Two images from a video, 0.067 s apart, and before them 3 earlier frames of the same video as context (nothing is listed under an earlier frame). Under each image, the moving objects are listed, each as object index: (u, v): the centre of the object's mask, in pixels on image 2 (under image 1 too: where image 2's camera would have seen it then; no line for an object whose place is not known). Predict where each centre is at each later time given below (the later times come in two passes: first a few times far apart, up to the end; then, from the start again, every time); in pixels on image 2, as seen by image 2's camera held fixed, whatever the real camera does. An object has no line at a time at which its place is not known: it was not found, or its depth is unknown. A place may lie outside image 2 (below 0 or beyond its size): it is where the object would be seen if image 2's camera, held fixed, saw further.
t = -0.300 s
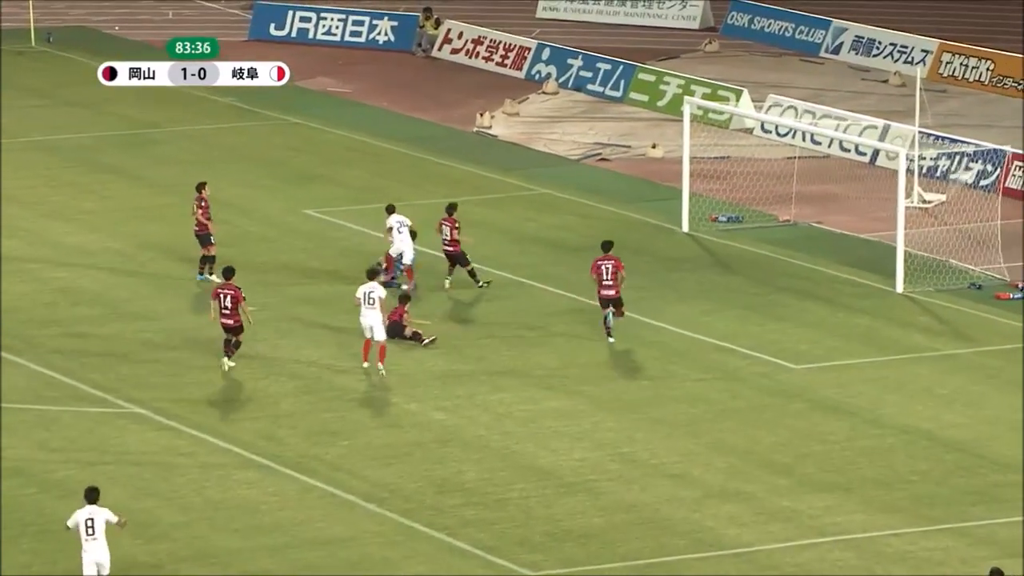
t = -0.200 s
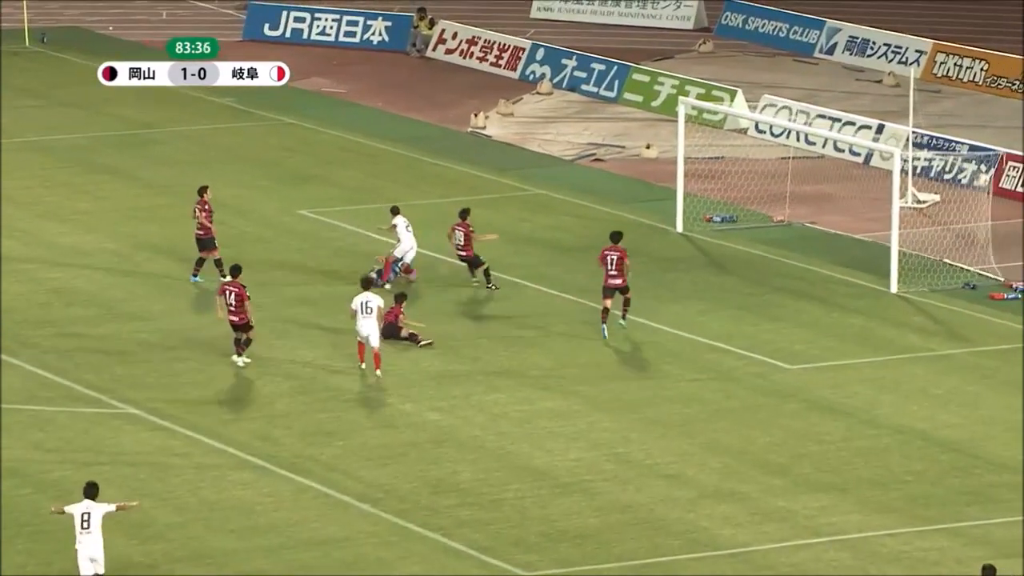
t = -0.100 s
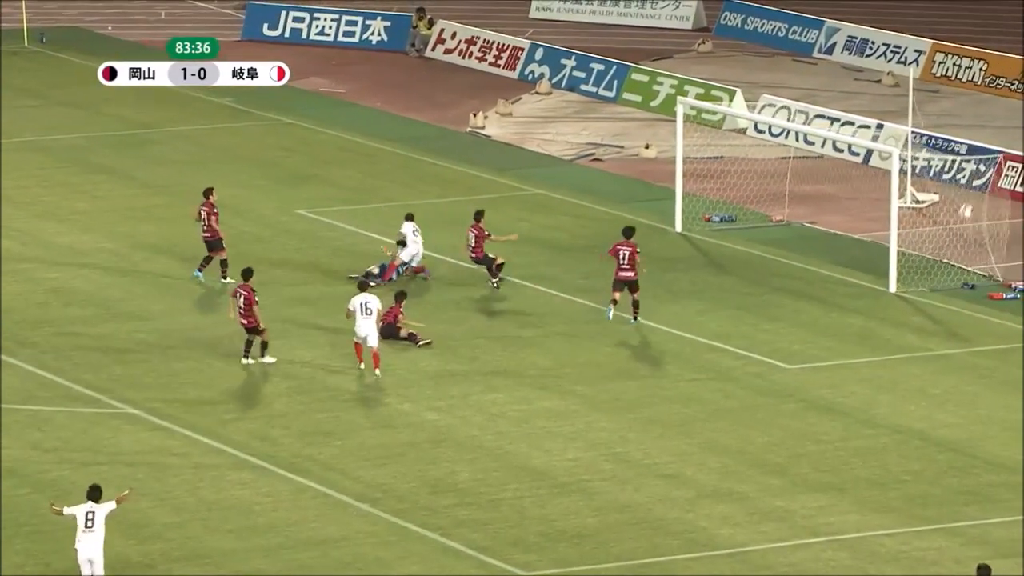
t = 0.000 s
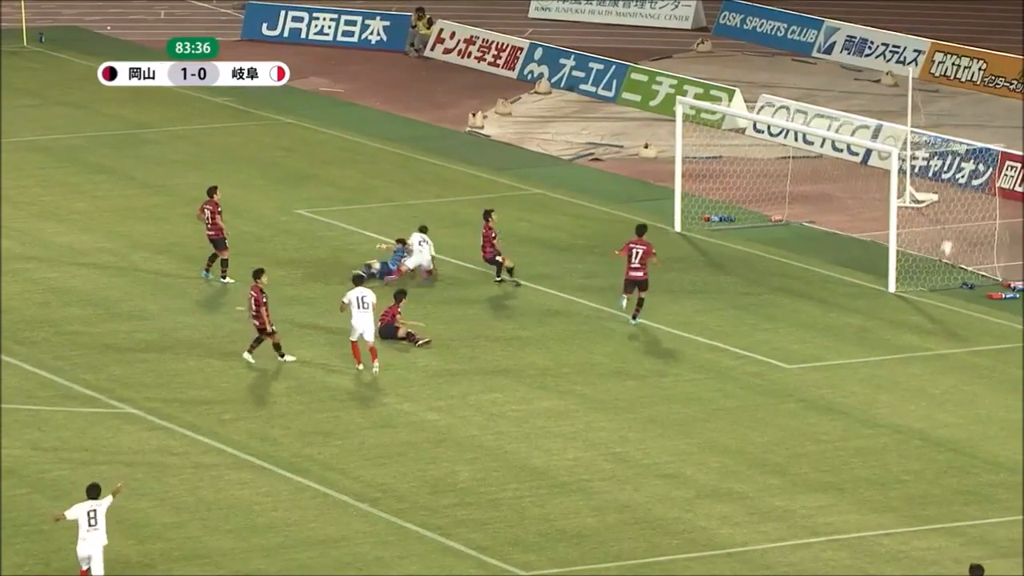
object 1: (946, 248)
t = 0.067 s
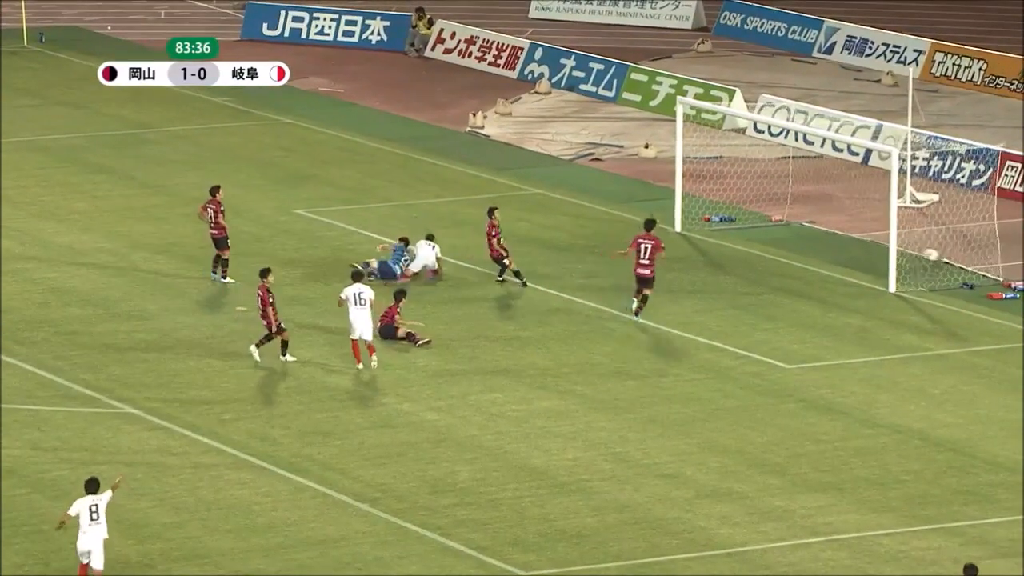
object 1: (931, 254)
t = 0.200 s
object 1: (897, 252)
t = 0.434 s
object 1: (830, 259)
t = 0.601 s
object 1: (788, 263)
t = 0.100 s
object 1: (921, 252)
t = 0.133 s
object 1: (912, 252)
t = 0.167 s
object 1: (903, 252)
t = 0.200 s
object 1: (897, 252)
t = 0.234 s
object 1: (883, 253)
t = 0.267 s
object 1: (874, 255)
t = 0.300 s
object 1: (865, 258)
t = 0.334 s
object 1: (856, 261)
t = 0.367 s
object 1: (847, 262)
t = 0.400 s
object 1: (839, 260)
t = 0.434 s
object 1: (830, 259)
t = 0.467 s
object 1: (822, 259)
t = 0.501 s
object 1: (813, 259)
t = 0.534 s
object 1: (804, 260)
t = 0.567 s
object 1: (796, 261)
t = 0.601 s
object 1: (788, 263)
